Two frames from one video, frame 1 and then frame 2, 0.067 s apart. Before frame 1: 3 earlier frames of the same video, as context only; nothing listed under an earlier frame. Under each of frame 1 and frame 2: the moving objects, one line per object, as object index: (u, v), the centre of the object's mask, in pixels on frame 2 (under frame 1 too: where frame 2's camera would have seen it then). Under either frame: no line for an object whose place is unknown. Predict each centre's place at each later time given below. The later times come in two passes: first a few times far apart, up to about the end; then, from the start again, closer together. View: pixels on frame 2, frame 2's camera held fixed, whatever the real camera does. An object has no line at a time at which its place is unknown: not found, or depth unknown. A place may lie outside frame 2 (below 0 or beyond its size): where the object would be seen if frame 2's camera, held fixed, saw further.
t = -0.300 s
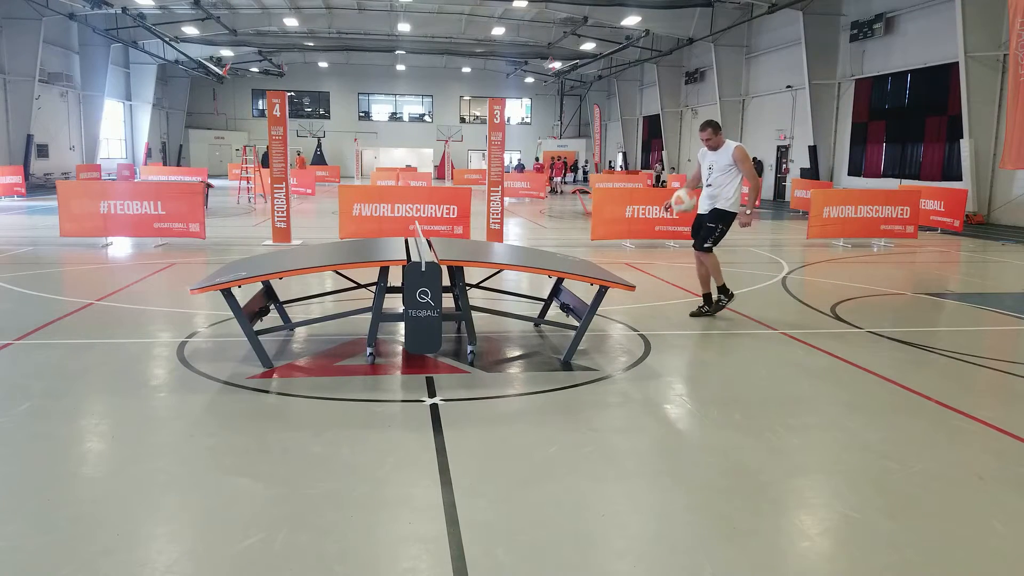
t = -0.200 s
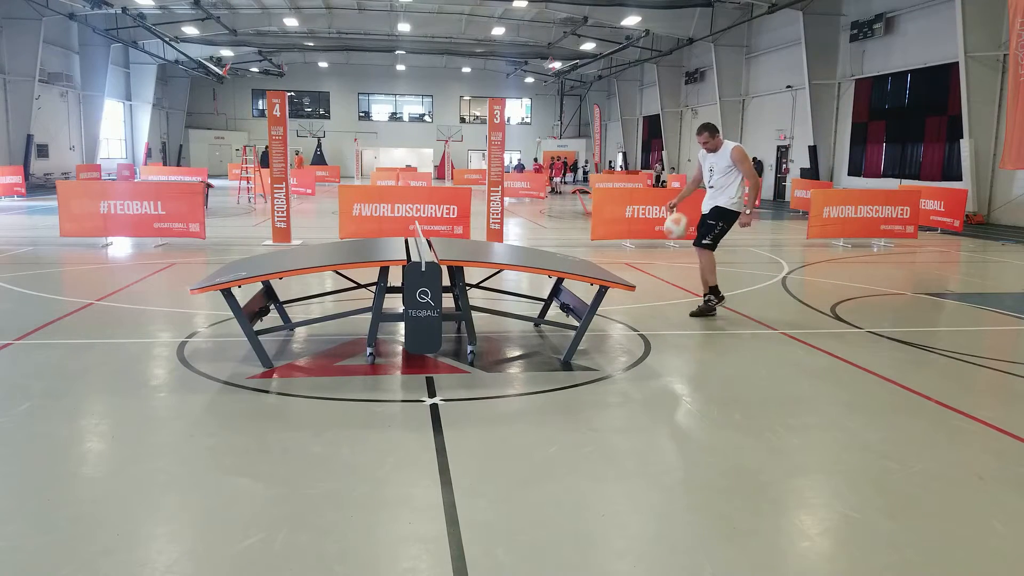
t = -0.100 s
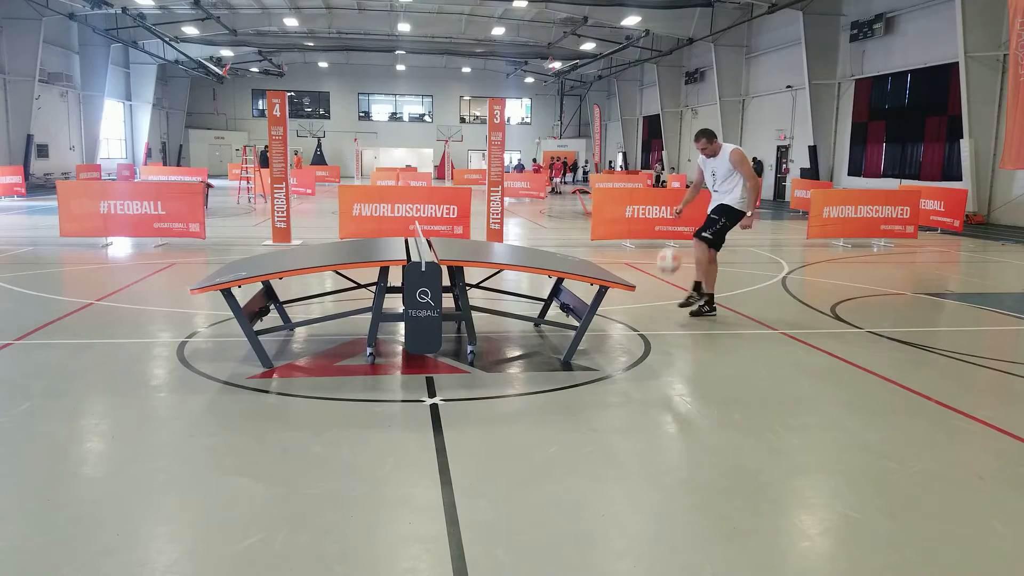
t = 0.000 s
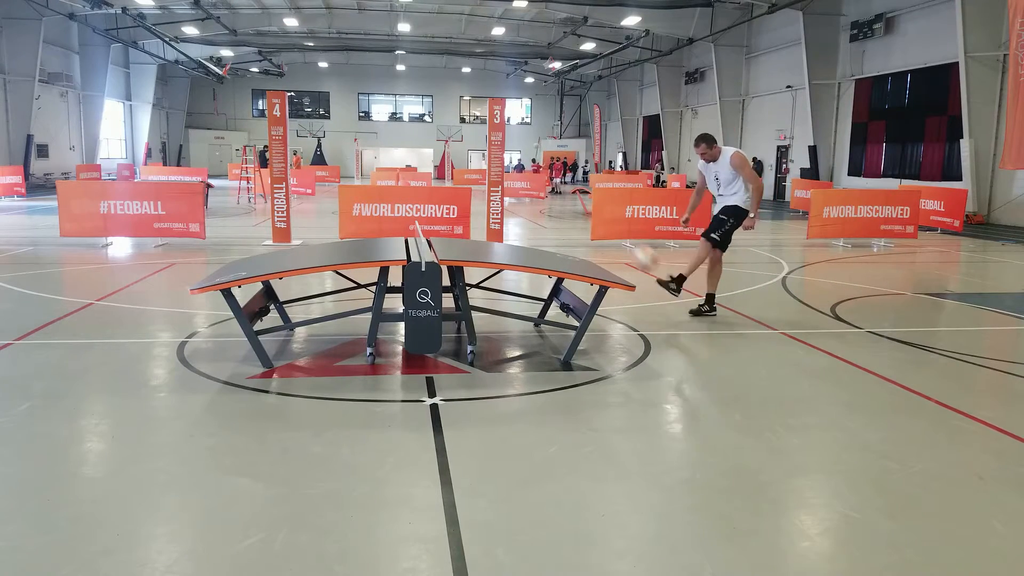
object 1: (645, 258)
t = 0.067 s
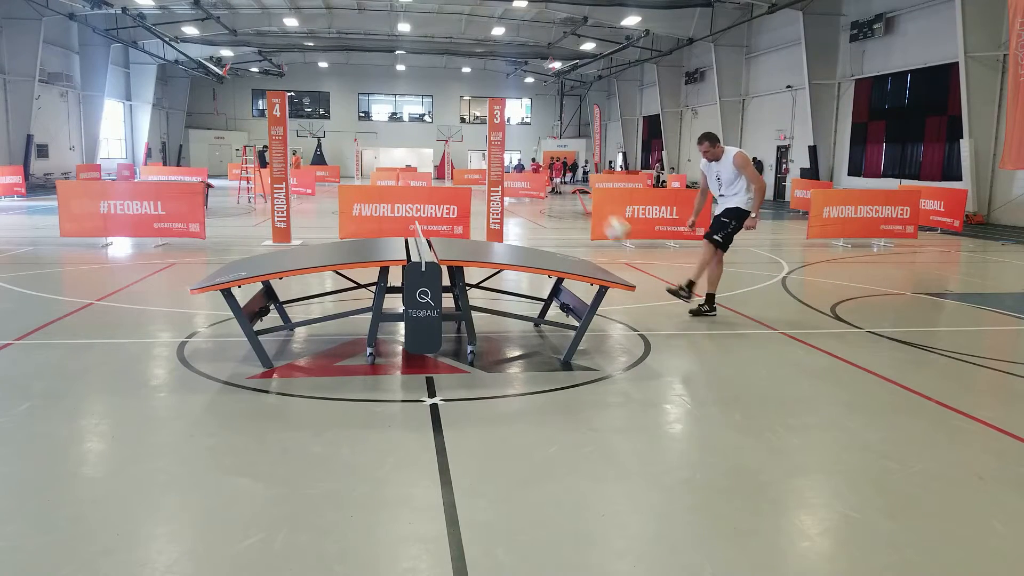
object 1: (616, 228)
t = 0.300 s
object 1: (516, 159)
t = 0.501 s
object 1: (421, 145)
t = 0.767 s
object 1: (286, 204)
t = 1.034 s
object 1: (159, 230)
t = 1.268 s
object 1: (56, 255)
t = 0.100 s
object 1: (602, 215)
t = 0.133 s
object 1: (588, 203)
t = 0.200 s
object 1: (559, 182)
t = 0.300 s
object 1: (516, 159)
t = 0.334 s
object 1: (499, 153)
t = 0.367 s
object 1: (485, 149)
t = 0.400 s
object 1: (469, 146)
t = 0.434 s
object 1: (454, 144)
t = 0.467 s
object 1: (438, 144)
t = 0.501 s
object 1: (421, 145)
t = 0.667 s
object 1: (337, 171)
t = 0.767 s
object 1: (286, 204)
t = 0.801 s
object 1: (268, 218)
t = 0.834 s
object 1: (249, 235)
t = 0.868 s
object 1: (231, 252)
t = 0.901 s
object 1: (217, 248)
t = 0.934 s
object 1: (204, 241)
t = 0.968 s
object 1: (189, 235)
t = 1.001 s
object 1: (174, 231)
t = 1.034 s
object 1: (159, 230)
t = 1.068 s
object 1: (145, 229)
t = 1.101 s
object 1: (131, 229)
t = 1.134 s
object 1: (115, 232)
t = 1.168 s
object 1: (101, 235)
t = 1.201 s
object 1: (87, 240)
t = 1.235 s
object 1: (72, 247)
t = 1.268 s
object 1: (56, 255)
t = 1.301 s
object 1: (41, 265)
